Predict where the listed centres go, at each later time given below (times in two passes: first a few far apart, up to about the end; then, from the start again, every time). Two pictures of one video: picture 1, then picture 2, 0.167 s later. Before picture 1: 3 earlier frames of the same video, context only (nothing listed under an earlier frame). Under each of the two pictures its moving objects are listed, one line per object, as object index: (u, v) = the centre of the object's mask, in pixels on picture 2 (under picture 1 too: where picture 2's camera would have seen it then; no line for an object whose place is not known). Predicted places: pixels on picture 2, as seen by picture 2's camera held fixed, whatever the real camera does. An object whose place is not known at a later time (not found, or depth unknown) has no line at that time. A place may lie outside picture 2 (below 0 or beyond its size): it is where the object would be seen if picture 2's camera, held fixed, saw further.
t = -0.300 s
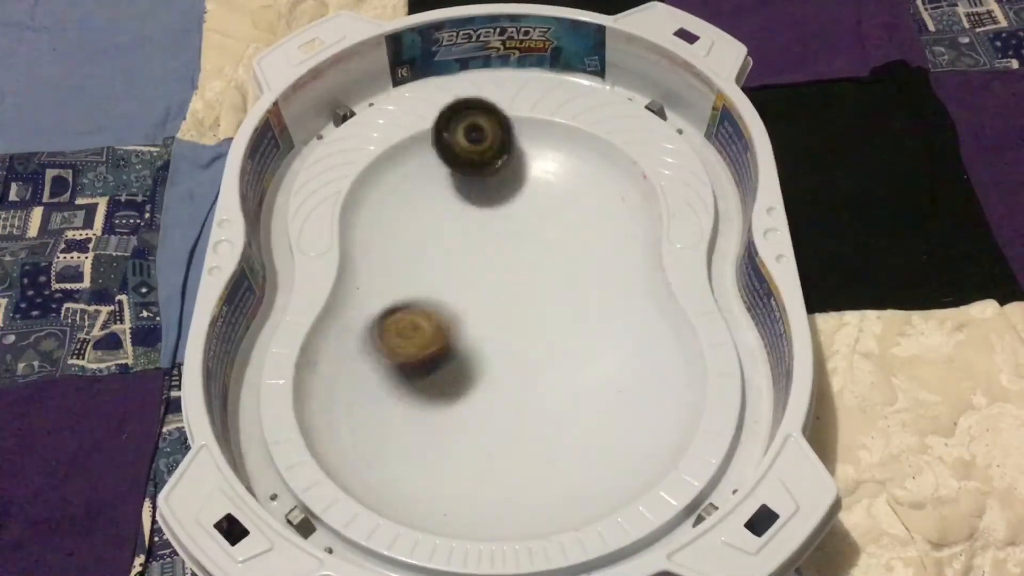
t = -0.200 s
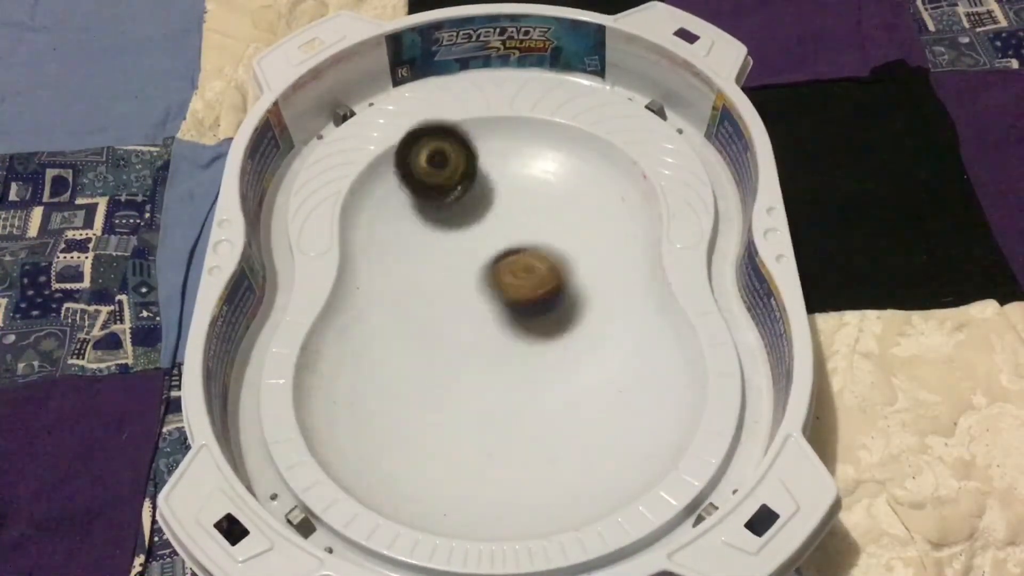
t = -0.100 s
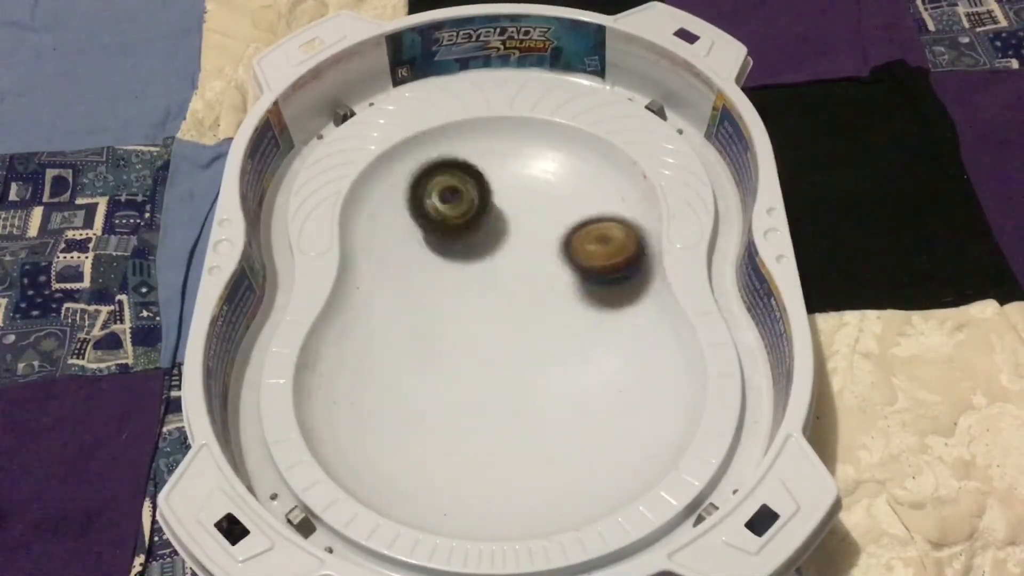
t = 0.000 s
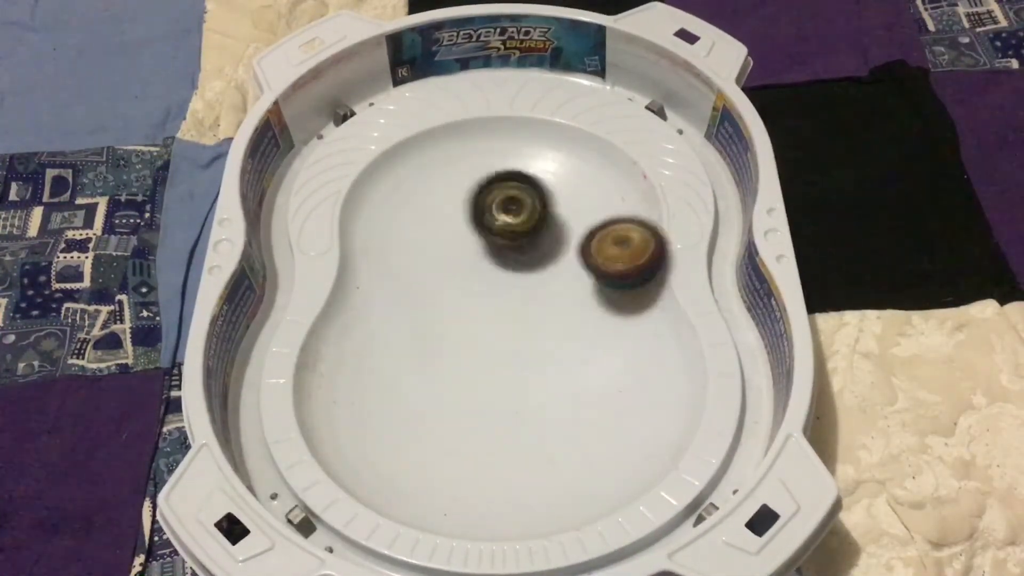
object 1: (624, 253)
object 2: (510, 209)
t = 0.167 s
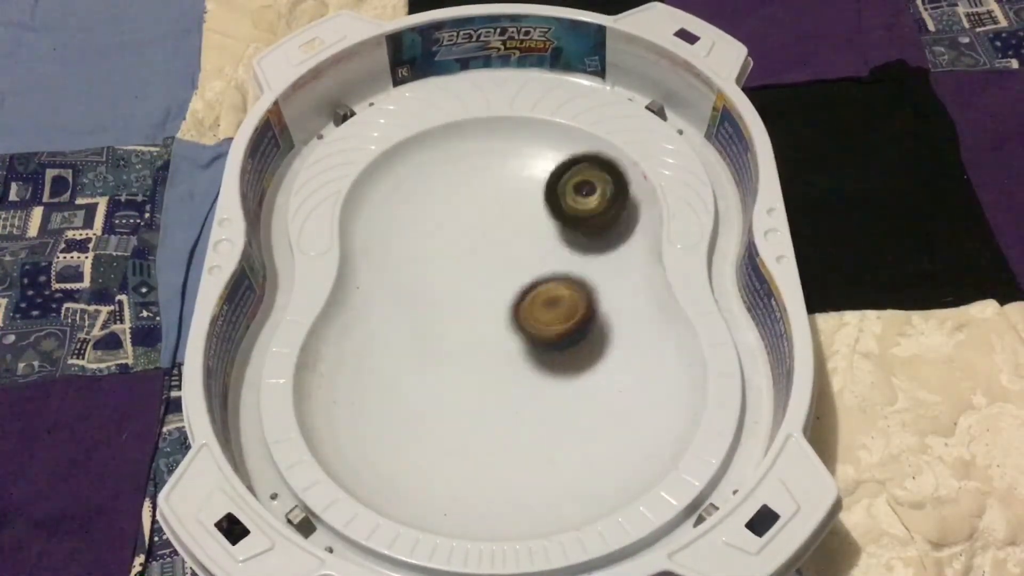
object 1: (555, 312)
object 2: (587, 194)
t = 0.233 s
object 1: (527, 335)
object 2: (589, 178)
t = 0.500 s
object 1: (498, 310)
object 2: (530, 216)
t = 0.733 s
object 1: (460, 307)
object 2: (504, 214)
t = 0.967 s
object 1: (428, 262)
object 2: (463, 192)
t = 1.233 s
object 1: (460, 285)
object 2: (413, 180)
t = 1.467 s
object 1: (534, 409)
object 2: (505, 200)
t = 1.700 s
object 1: (423, 463)
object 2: (565, 158)
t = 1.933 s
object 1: (453, 338)
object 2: (520, 200)
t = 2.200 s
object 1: (642, 370)
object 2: (487, 274)
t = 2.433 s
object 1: (509, 455)
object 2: (419, 367)
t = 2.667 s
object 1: (501, 374)
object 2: (352, 386)
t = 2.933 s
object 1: (562, 312)
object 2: (432, 355)
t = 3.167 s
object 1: (574, 294)
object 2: (469, 301)
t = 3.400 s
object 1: (591, 290)
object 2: (471, 276)
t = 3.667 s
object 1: (552, 297)
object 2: (427, 225)
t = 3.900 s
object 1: (511, 260)
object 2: (431, 189)
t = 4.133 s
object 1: (537, 307)
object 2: (412, 195)
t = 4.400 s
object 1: (520, 352)
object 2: (536, 187)
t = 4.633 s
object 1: (502, 372)
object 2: (570, 166)
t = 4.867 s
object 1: (473, 378)
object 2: (540, 227)
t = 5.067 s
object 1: (461, 391)
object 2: (482, 282)
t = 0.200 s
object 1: (540, 324)
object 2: (590, 185)
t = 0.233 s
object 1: (527, 335)
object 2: (589, 178)
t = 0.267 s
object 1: (516, 343)
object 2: (583, 174)
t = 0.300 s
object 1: (508, 348)
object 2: (576, 172)
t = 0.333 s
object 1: (500, 350)
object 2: (566, 175)
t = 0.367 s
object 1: (496, 349)
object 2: (555, 181)
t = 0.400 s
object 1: (494, 344)
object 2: (546, 188)
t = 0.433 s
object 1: (494, 335)
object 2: (539, 196)
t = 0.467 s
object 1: (496, 324)
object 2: (534, 205)
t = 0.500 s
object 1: (498, 310)
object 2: (530, 216)
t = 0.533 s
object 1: (497, 296)
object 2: (529, 225)
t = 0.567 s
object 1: (493, 303)
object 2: (531, 221)
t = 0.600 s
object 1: (487, 308)
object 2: (529, 217)
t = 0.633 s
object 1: (481, 311)
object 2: (524, 214)
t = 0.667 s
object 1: (474, 312)
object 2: (518, 214)
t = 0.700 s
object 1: (466, 311)
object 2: (512, 214)
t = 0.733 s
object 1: (460, 307)
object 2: (504, 214)
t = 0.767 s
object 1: (453, 301)
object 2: (496, 214)
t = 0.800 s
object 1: (449, 293)
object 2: (489, 214)
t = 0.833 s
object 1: (445, 283)
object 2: (482, 215)
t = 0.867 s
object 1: (439, 279)
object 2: (477, 210)
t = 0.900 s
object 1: (434, 276)
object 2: (474, 203)
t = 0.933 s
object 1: (430, 271)
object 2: (469, 197)
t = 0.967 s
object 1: (428, 262)
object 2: (463, 192)
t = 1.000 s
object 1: (427, 256)
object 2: (458, 186)
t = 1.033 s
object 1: (427, 261)
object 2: (452, 169)
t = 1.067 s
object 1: (429, 264)
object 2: (445, 157)
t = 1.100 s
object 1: (431, 265)
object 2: (439, 152)
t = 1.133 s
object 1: (435, 266)
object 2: (431, 152)
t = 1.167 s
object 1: (442, 270)
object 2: (422, 158)
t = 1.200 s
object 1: (450, 277)
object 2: (415, 169)
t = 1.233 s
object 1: (460, 285)
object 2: (413, 180)
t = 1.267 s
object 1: (471, 296)
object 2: (416, 189)
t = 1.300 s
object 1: (483, 309)
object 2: (424, 195)
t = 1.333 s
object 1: (495, 325)
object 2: (438, 201)
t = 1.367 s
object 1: (507, 345)
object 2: (453, 205)
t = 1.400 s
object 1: (518, 366)
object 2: (469, 205)
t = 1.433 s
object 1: (528, 387)
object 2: (487, 203)
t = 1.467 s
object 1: (534, 409)
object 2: (505, 200)
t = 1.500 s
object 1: (534, 424)
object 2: (522, 196)
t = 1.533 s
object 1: (528, 442)
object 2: (537, 190)
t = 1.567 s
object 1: (518, 458)
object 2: (550, 183)
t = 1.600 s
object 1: (501, 469)
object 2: (560, 177)
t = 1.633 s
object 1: (479, 474)
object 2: (566, 170)
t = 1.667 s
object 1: (452, 472)
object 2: (567, 163)
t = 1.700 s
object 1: (423, 463)
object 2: (565, 158)
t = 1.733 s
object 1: (400, 446)
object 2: (560, 155)
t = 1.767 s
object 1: (386, 425)
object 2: (552, 156)
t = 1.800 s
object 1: (384, 403)
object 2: (543, 159)
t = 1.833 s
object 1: (391, 381)
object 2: (534, 166)
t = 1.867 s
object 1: (407, 364)
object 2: (528, 176)
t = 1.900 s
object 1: (428, 350)
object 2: (523, 189)
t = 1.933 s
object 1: (453, 338)
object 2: (520, 200)
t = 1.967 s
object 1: (479, 329)
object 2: (519, 212)
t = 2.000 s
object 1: (505, 322)
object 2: (520, 223)
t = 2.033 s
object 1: (530, 318)
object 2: (521, 236)
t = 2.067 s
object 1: (556, 321)
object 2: (519, 246)
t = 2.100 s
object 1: (581, 330)
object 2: (511, 252)
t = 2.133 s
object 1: (604, 341)
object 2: (504, 257)
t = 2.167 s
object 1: (626, 354)
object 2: (496, 265)
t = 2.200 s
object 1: (642, 370)
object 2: (487, 274)
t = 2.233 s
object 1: (648, 389)
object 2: (477, 283)
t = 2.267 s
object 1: (644, 411)
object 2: (467, 294)
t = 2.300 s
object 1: (628, 431)
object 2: (458, 306)
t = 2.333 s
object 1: (601, 449)
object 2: (449, 319)
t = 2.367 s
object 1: (569, 459)
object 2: (440, 334)
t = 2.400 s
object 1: (537, 461)
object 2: (430, 350)
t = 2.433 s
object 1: (509, 455)
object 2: (419, 367)
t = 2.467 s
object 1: (486, 443)
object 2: (412, 382)
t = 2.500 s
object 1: (486, 438)
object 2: (394, 380)
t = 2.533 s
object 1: (490, 428)
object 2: (374, 375)
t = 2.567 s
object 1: (491, 414)
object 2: (359, 373)
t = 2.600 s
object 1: (492, 399)
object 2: (349, 375)
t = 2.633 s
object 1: (495, 386)
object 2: (347, 379)
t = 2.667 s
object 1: (501, 374)
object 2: (352, 386)
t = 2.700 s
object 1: (512, 362)
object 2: (359, 391)
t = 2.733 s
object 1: (524, 349)
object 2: (368, 394)
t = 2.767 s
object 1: (534, 336)
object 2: (379, 395)
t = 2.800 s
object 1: (543, 327)
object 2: (389, 392)
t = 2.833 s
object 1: (551, 321)
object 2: (401, 386)
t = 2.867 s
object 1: (557, 316)
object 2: (412, 377)
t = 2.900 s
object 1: (561, 313)
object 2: (423, 366)
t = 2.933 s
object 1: (562, 312)
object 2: (432, 355)
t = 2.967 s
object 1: (561, 313)
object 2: (441, 345)
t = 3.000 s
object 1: (559, 313)
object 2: (453, 336)
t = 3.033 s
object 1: (559, 309)
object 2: (460, 326)
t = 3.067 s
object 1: (567, 301)
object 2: (458, 319)
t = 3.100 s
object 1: (569, 299)
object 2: (462, 314)
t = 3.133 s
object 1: (568, 298)
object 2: (469, 307)
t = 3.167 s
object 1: (574, 294)
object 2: (469, 301)
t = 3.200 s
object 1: (585, 289)
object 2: (461, 296)
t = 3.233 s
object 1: (589, 287)
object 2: (461, 293)
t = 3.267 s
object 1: (592, 288)
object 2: (460, 289)
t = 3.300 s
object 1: (594, 289)
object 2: (462, 286)
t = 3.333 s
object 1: (595, 289)
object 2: (463, 283)
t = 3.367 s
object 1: (594, 290)
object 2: (467, 279)
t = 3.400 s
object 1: (591, 290)
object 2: (471, 276)
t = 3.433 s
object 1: (582, 290)
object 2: (475, 271)
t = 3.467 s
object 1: (570, 291)
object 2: (480, 267)
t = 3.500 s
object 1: (570, 291)
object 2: (472, 256)
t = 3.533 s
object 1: (574, 292)
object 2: (456, 246)
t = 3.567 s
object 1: (572, 294)
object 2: (444, 239)
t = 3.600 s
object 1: (567, 296)
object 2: (437, 234)
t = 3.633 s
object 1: (559, 297)
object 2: (431, 230)
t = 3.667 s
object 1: (552, 297)
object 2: (427, 225)
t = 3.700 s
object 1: (545, 296)
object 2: (426, 222)
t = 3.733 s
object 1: (538, 293)
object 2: (426, 219)
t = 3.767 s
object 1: (532, 287)
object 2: (427, 215)
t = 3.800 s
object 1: (523, 279)
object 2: (430, 211)
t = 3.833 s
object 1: (514, 269)
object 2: (434, 207)
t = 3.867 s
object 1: (501, 259)
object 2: (438, 203)
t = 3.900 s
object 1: (511, 260)
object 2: (431, 189)
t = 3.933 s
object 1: (524, 268)
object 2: (417, 172)
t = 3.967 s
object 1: (532, 275)
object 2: (407, 161)
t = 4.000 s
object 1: (536, 280)
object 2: (401, 160)
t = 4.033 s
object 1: (537, 287)
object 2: (399, 168)
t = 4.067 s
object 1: (537, 294)
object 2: (400, 178)
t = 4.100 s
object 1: (538, 301)
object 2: (404, 187)
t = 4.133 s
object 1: (537, 307)
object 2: (412, 195)
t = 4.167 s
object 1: (536, 314)
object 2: (425, 199)
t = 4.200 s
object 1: (534, 321)
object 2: (441, 201)
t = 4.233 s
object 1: (533, 328)
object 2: (457, 201)
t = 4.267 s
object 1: (531, 334)
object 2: (474, 200)
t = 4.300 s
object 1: (528, 340)
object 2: (491, 198)
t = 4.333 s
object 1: (525, 345)
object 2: (507, 195)
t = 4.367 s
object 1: (522, 349)
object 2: (523, 191)
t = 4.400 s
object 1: (520, 352)
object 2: (536, 187)
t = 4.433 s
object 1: (518, 355)
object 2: (549, 183)
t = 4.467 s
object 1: (515, 358)
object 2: (560, 177)
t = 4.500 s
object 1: (513, 361)
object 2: (568, 174)
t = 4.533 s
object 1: (511, 364)
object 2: (572, 170)
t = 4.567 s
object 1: (509, 366)
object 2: (574, 167)
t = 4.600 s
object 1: (505, 370)
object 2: (572, 166)
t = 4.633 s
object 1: (502, 372)
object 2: (570, 166)
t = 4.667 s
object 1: (498, 374)
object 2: (565, 171)
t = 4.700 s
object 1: (494, 376)
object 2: (560, 177)
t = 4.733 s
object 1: (490, 378)
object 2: (556, 186)
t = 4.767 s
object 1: (486, 378)
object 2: (551, 196)
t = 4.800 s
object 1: (482, 378)
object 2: (548, 205)
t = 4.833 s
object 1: (478, 377)
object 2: (545, 216)
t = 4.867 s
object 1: (473, 378)
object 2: (540, 227)
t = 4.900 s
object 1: (468, 377)
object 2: (534, 238)
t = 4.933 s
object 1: (464, 376)
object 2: (525, 250)
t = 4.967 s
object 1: (462, 375)
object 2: (515, 262)
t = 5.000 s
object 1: (460, 374)
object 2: (503, 275)
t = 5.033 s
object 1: (458, 373)
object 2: (490, 288)
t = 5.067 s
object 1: (461, 391)
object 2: (482, 282)
